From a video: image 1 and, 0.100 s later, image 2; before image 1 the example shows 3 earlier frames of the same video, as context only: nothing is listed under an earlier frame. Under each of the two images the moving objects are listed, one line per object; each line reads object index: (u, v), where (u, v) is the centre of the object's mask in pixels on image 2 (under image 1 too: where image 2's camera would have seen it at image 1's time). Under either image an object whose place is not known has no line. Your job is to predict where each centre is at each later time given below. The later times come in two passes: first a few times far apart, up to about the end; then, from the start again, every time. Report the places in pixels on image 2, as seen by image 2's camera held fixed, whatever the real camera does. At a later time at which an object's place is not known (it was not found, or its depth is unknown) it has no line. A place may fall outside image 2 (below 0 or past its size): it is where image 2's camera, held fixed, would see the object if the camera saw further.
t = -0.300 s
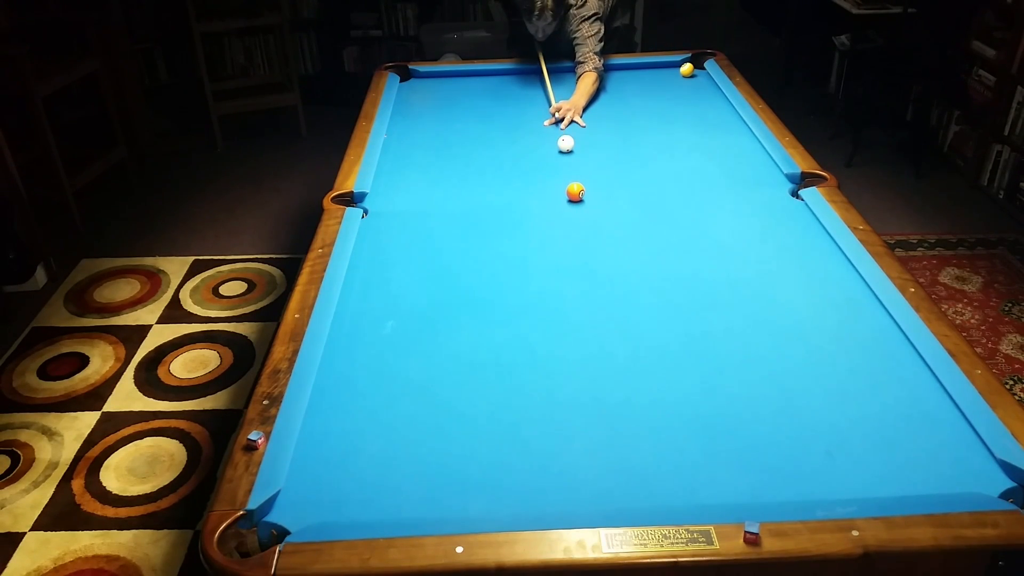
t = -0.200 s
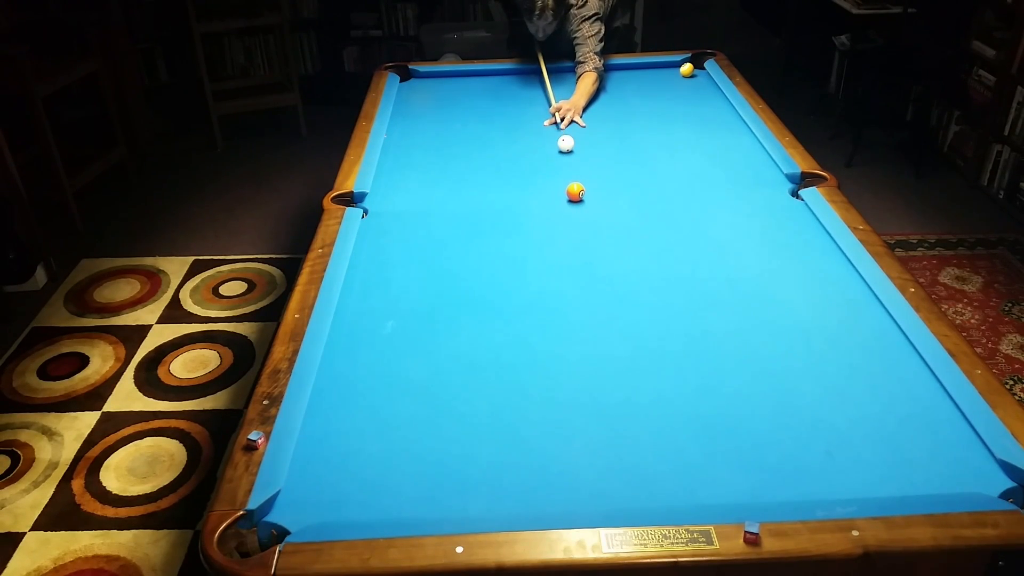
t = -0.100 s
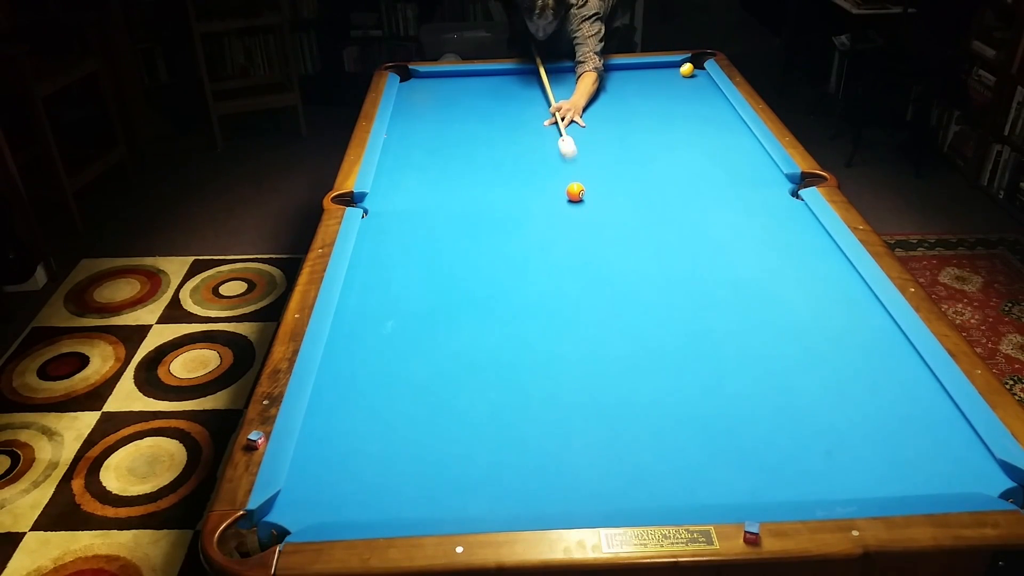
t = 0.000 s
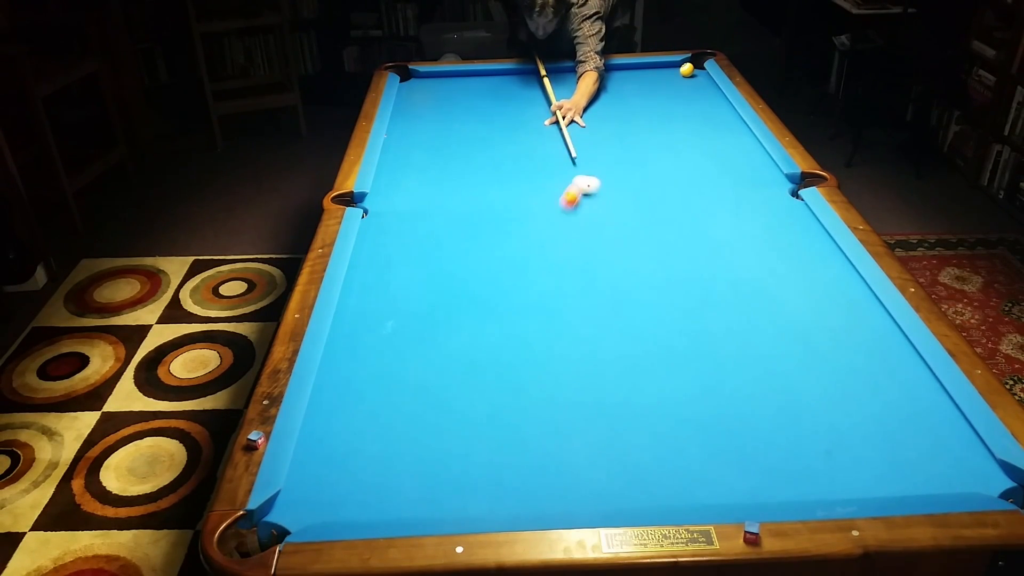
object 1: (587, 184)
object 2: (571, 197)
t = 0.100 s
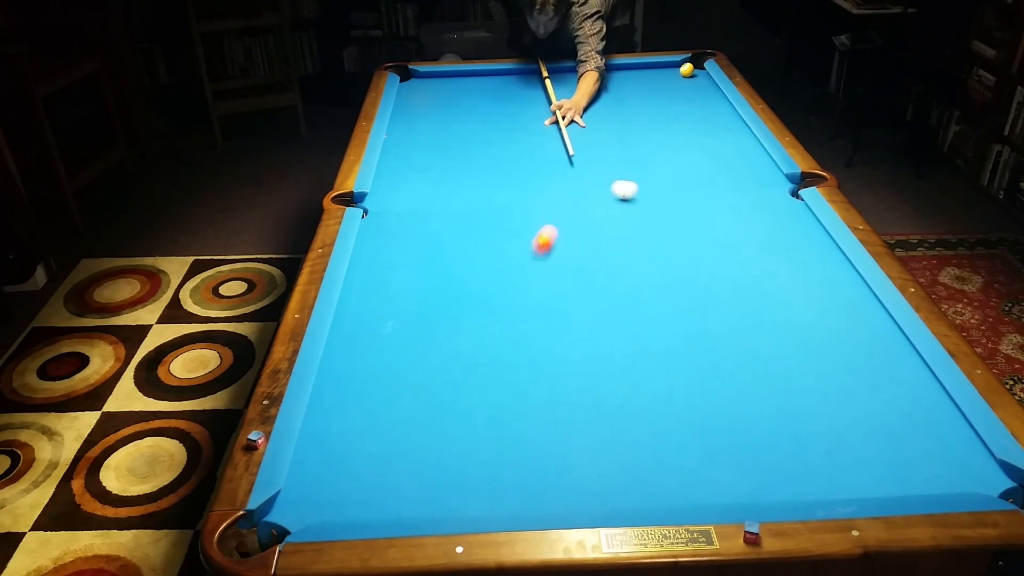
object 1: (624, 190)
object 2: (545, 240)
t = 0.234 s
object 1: (668, 195)
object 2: (505, 303)
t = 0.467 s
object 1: (745, 204)
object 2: (418, 439)
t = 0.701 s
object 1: (786, 211)
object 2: (353, 433)
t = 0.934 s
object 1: (746, 212)
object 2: (341, 347)
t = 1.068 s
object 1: (724, 212)
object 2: (363, 313)
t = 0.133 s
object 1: (636, 191)
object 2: (535, 255)
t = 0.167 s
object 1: (646, 193)
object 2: (525, 271)
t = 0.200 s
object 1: (657, 194)
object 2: (515, 287)
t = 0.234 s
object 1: (668, 195)
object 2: (505, 303)
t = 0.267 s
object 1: (678, 196)
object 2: (494, 319)
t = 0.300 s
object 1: (689, 198)
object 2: (483, 337)
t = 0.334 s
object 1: (700, 199)
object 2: (472, 355)
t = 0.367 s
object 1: (711, 200)
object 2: (460, 374)
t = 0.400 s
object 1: (722, 201)
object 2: (447, 395)
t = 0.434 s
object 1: (733, 203)
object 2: (433, 417)
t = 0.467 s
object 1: (745, 204)
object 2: (418, 439)
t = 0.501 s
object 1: (756, 205)
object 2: (403, 464)
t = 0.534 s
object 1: (768, 207)
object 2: (385, 490)
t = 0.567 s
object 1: (779, 208)
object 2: (370, 501)
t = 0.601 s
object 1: (791, 209)
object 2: (365, 485)
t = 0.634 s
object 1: (799, 211)
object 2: (361, 465)
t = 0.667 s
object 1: (793, 211)
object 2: (357, 448)
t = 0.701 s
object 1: (786, 211)
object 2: (353, 433)
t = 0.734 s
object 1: (780, 211)
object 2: (350, 419)
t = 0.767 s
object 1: (774, 211)
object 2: (346, 405)
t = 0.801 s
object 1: (768, 211)
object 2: (343, 392)
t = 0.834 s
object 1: (763, 211)
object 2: (339, 380)
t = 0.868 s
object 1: (757, 211)
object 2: (336, 368)
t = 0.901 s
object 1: (751, 212)
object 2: (335, 357)
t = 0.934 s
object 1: (746, 212)
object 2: (341, 347)
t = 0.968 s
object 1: (740, 212)
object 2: (347, 338)
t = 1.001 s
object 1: (735, 212)
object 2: (353, 330)
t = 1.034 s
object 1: (729, 212)
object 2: (358, 321)
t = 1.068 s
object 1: (724, 212)
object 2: (363, 313)
